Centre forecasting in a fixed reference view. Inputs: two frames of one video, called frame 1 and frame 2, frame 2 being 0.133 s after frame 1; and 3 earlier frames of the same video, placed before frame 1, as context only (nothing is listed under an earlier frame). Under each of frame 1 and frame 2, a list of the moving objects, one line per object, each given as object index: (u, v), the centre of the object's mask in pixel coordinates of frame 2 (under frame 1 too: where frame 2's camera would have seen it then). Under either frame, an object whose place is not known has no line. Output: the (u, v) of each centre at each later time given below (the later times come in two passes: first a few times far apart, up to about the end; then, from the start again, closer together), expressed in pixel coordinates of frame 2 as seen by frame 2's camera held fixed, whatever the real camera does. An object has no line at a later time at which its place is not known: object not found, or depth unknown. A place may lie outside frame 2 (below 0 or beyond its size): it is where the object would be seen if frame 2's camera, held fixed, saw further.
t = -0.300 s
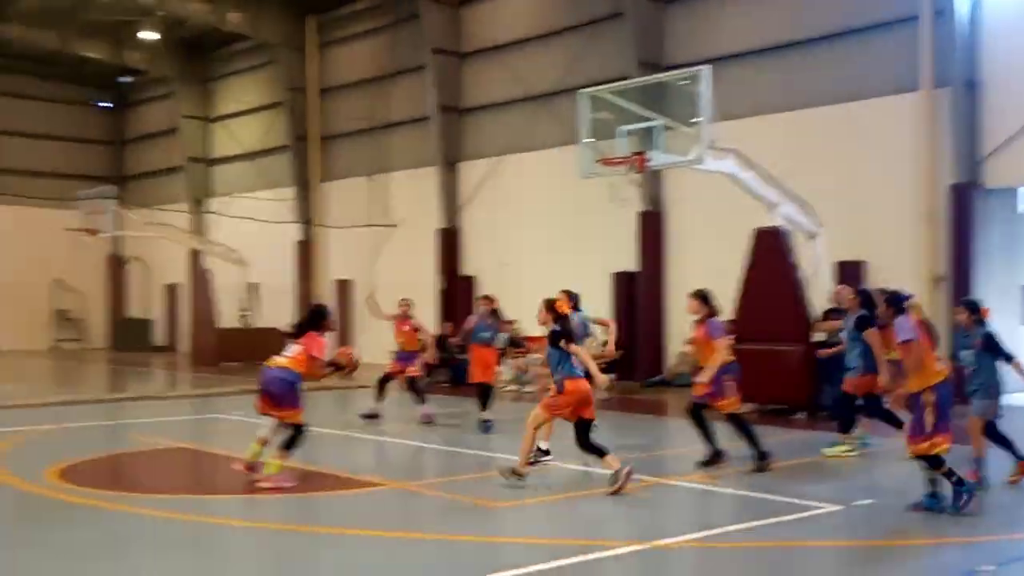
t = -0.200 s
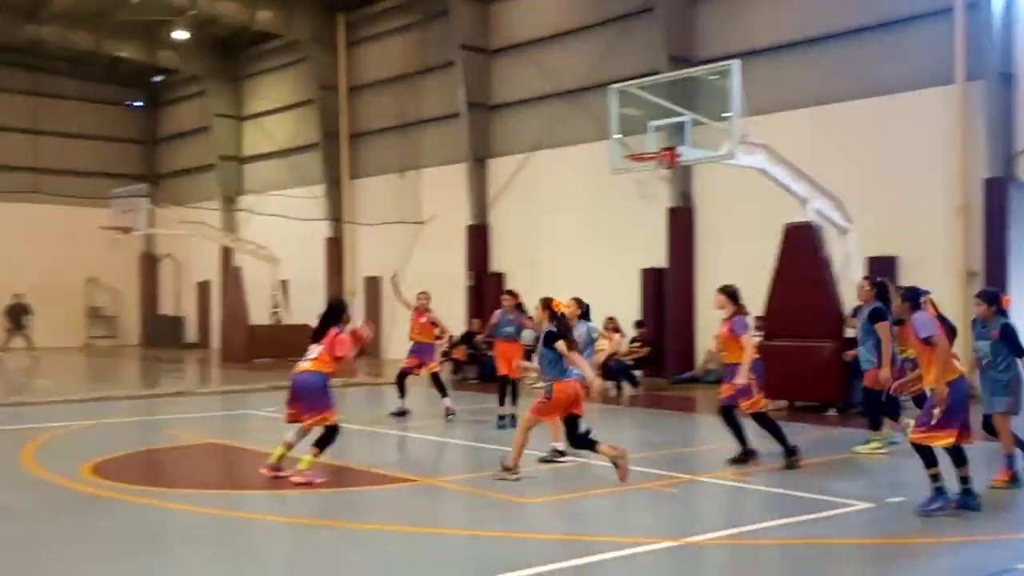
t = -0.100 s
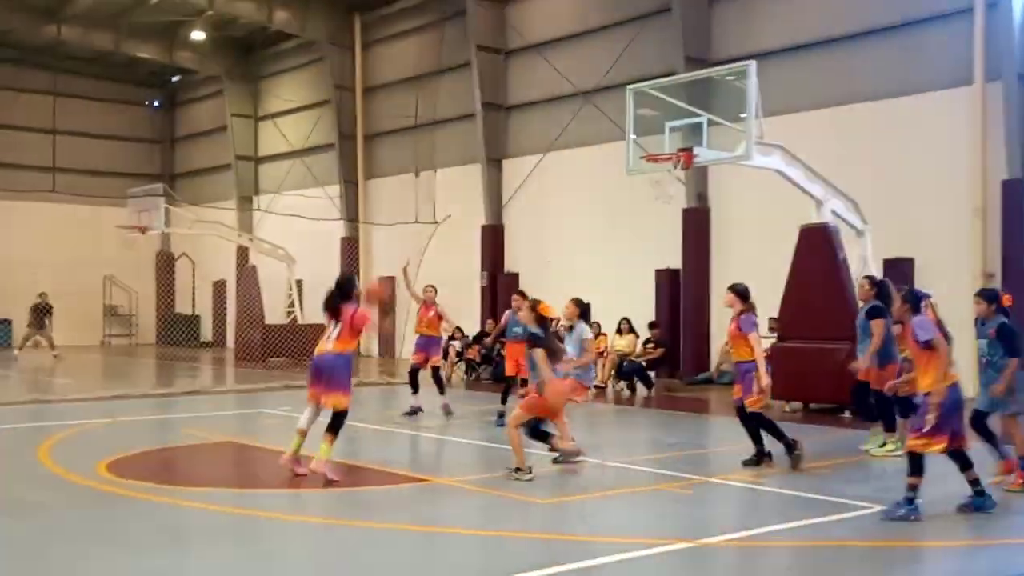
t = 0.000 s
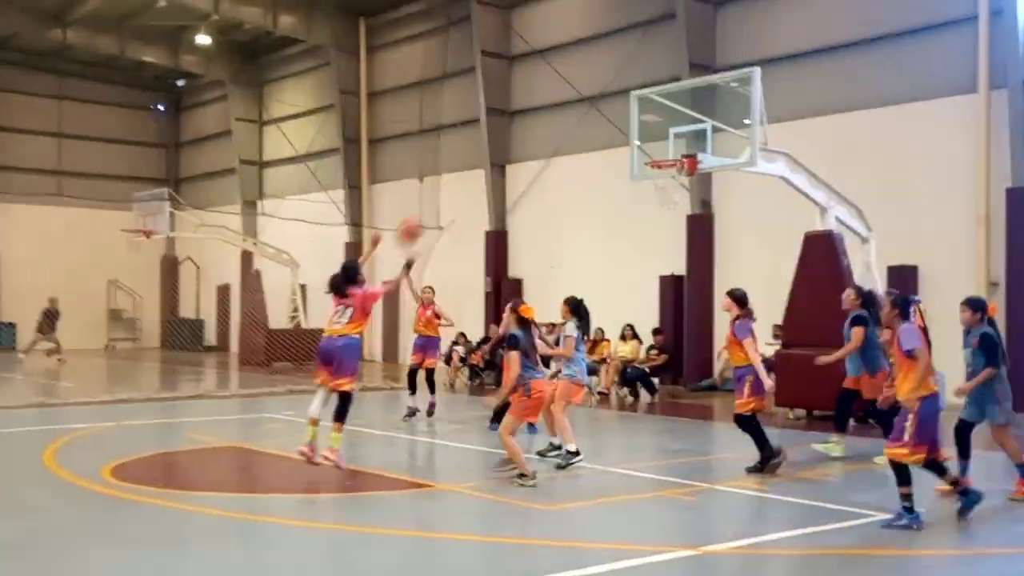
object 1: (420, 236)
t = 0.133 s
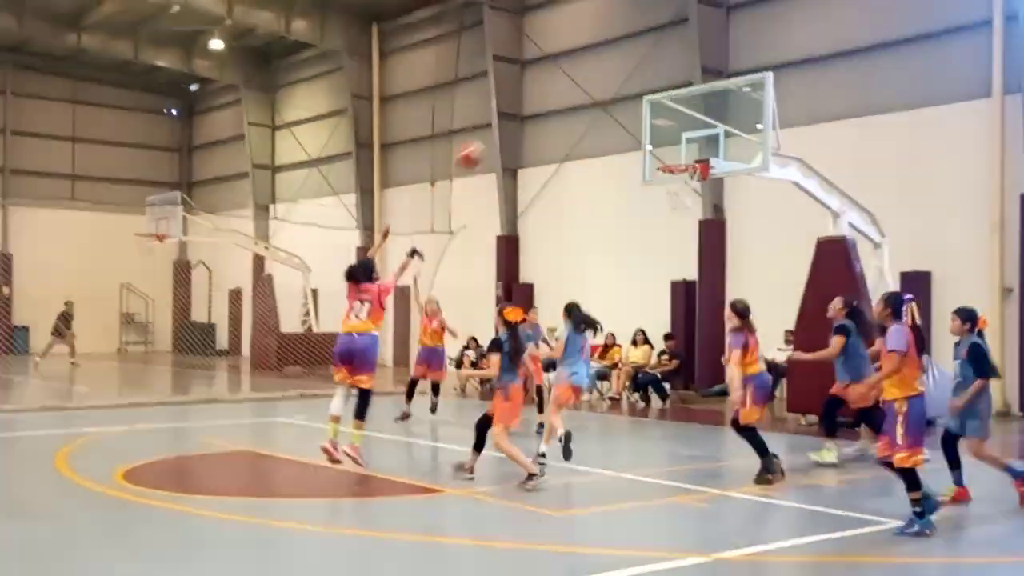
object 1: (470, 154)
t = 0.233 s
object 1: (503, 111)
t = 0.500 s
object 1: (578, 63)
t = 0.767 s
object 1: (641, 86)
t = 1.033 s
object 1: (685, 154)
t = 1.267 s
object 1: (635, 102)
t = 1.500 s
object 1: (583, 100)
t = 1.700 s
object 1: (536, 138)
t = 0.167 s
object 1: (482, 139)
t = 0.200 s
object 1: (492, 126)
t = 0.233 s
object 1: (503, 111)
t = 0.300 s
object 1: (522, 92)
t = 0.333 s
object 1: (532, 84)
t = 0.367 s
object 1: (541, 78)
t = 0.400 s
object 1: (552, 72)
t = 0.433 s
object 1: (560, 68)
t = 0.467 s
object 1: (570, 65)
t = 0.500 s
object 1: (578, 63)
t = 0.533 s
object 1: (587, 63)
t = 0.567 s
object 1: (595, 64)
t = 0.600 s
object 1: (602, 65)
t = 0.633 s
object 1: (612, 68)
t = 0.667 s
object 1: (618, 71)
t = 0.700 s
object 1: (627, 75)
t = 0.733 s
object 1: (635, 82)
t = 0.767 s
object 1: (641, 86)
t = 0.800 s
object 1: (648, 95)
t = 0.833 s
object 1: (655, 105)
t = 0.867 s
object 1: (661, 112)
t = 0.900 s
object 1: (669, 124)
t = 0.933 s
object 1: (675, 133)
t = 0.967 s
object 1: (682, 145)
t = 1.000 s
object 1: (687, 158)
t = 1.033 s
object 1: (685, 154)
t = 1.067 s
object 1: (678, 144)
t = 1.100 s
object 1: (671, 134)
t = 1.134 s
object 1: (664, 126)
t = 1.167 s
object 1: (657, 118)
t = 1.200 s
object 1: (650, 112)
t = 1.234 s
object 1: (642, 107)
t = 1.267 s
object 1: (635, 102)
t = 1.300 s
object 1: (628, 98)
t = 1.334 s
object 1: (622, 96)
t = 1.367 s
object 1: (615, 95)
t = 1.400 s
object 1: (606, 95)
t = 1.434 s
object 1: (599, 95)
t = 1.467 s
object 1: (591, 97)
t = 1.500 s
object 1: (583, 100)
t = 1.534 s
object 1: (576, 103)
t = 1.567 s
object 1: (568, 108)
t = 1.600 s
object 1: (560, 114)
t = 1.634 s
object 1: (552, 121)
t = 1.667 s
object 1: (544, 129)
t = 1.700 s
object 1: (536, 138)
